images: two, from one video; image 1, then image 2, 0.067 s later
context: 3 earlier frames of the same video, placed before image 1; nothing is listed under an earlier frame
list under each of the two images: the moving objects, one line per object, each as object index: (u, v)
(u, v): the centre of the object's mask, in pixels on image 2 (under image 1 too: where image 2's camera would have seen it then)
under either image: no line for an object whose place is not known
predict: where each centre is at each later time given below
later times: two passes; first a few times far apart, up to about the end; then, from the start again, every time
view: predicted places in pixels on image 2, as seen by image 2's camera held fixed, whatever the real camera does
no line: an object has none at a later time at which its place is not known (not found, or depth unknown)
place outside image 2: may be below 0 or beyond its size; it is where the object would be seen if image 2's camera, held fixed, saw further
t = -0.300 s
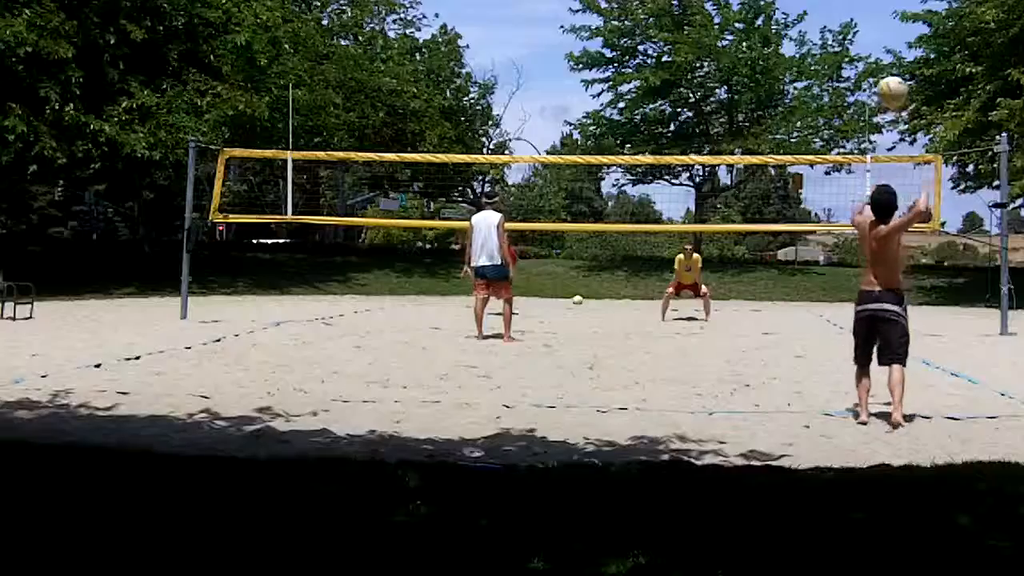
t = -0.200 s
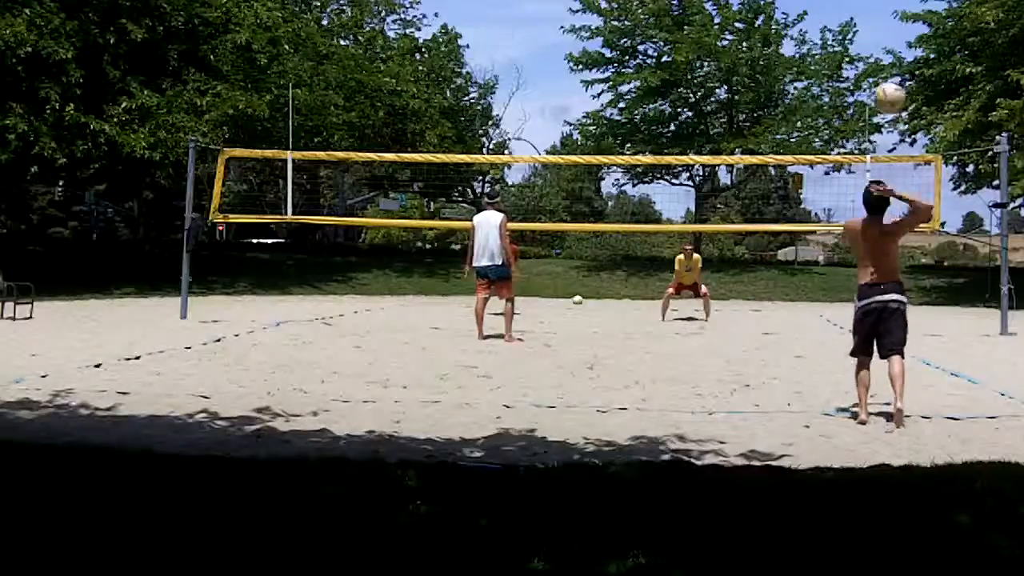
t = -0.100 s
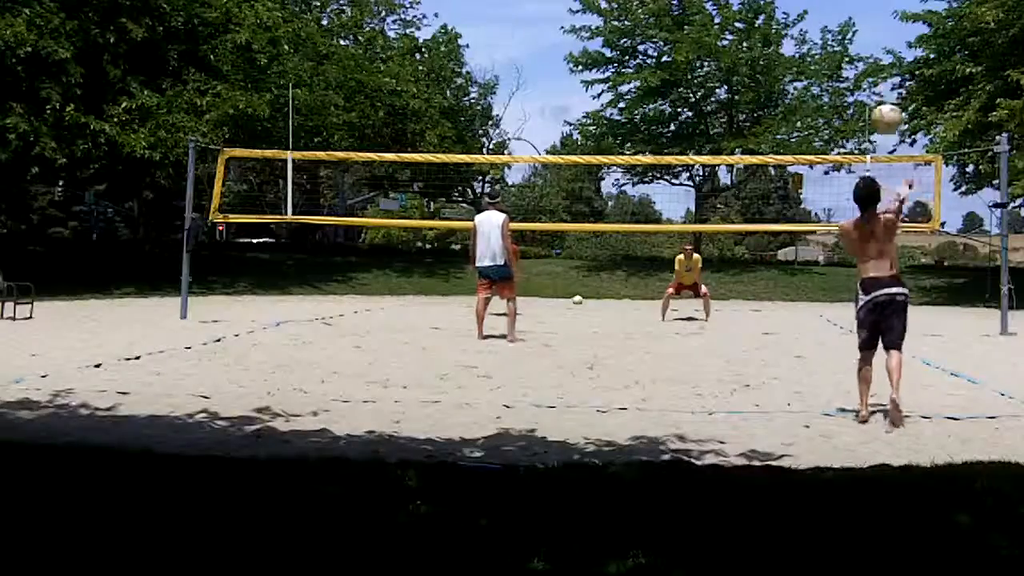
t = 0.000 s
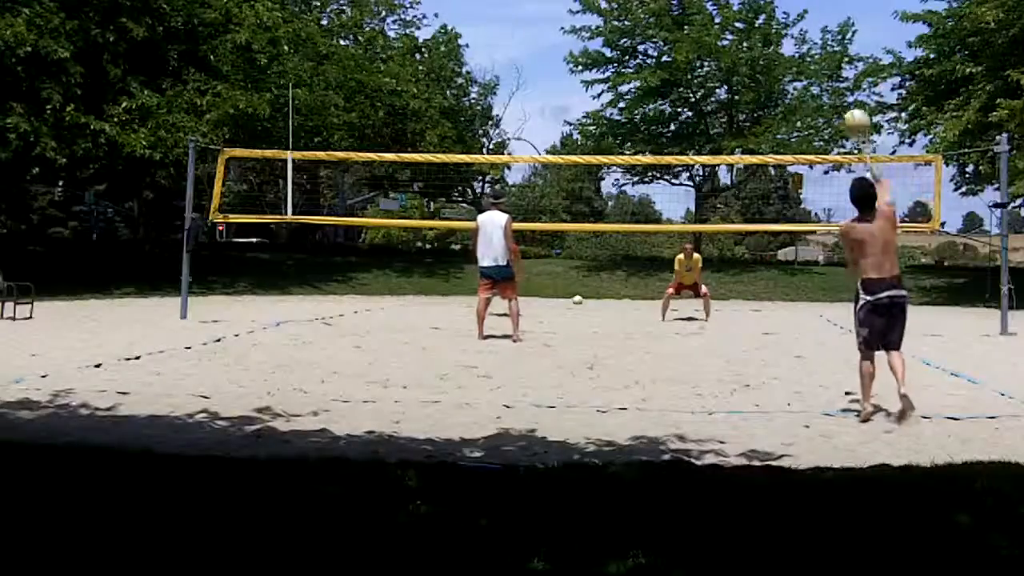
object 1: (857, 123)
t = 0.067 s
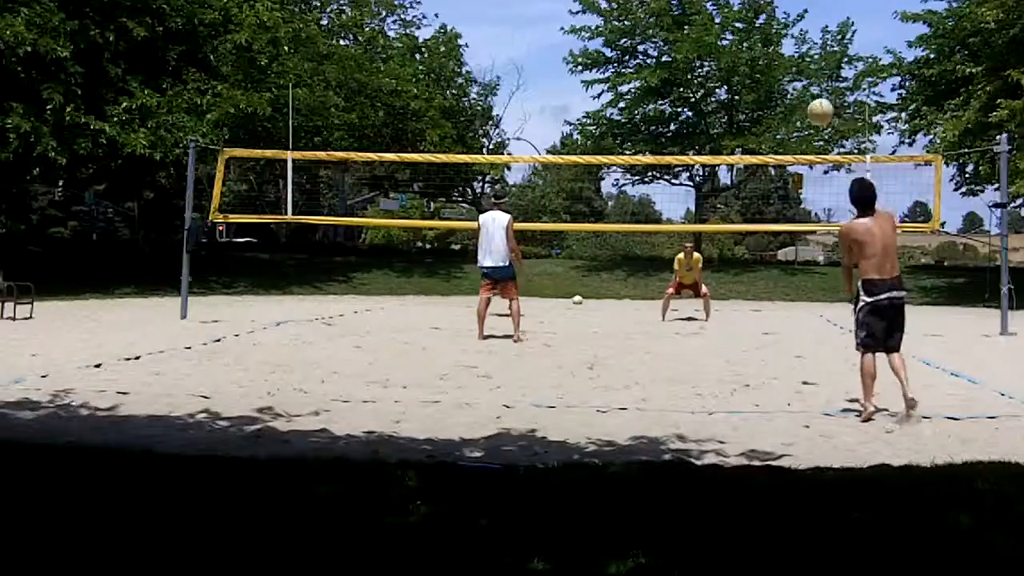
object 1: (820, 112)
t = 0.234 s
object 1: (752, 107)
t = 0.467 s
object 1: (686, 136)
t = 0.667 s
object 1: (642, 177)
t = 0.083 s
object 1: (813, 110)
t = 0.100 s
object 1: (807, 109)
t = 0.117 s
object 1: (802, 108)
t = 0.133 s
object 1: (798, 108)
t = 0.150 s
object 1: (783, 104)
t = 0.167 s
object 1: (777, 104)
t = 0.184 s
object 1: (770, 105)
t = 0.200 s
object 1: (764, 105)
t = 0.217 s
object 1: (758, 105)
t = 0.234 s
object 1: (752, 107)
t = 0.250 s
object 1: (747, 108)
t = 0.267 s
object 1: (741, 109)
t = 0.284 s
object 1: (737, 110)
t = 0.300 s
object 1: (731, 112)
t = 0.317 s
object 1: (726, 113)
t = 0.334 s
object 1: (721, 116)
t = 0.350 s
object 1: (717, 118)
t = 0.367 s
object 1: (712, 119)
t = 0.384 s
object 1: (708, 121)
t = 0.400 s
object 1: (703, 124)
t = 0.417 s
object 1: (699, 127)
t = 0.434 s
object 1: (695, 130)
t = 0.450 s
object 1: (690, 132)
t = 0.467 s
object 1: (686, 136)
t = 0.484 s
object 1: (682, 139)
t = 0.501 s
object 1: (678, 142)
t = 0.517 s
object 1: (674, 146)
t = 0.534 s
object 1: (670, 148)
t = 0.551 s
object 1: (667, 150)
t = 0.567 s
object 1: (663, 152)
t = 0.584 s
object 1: (659, 159)
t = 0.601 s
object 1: (655, 167)
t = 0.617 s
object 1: (653, 168)
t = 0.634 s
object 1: (648, 171)
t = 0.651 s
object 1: (645, 173)
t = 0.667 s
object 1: (642, 177)
